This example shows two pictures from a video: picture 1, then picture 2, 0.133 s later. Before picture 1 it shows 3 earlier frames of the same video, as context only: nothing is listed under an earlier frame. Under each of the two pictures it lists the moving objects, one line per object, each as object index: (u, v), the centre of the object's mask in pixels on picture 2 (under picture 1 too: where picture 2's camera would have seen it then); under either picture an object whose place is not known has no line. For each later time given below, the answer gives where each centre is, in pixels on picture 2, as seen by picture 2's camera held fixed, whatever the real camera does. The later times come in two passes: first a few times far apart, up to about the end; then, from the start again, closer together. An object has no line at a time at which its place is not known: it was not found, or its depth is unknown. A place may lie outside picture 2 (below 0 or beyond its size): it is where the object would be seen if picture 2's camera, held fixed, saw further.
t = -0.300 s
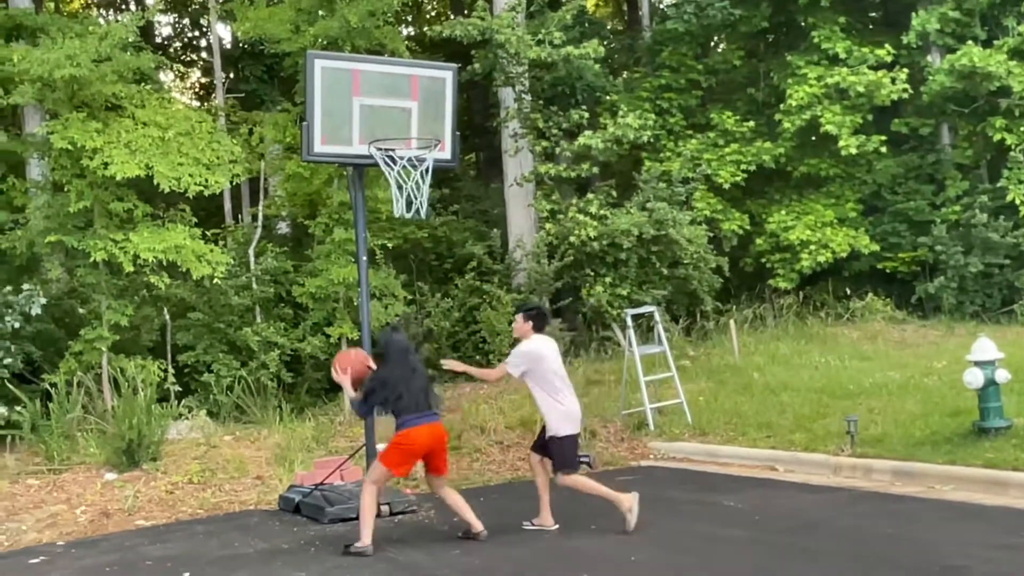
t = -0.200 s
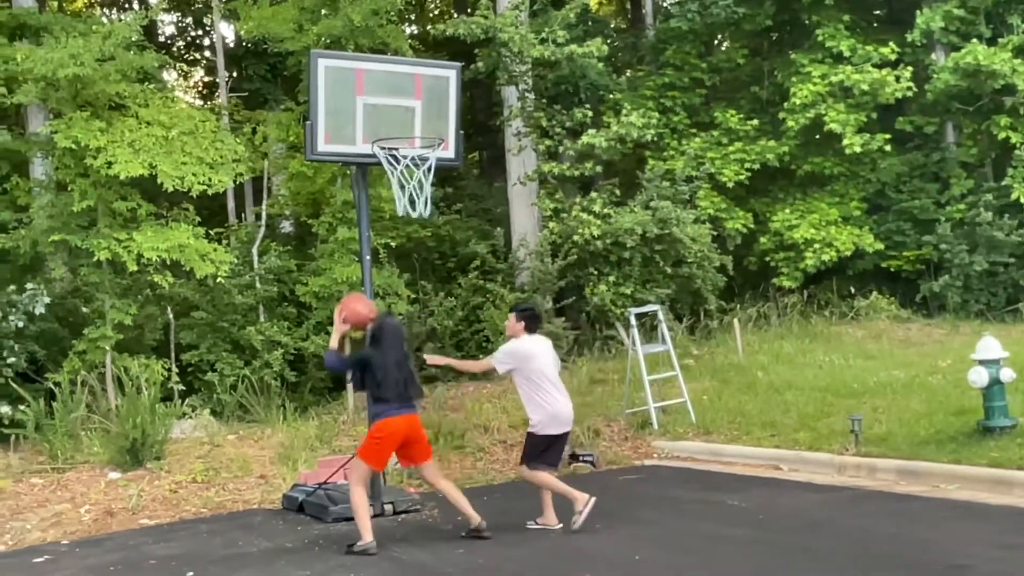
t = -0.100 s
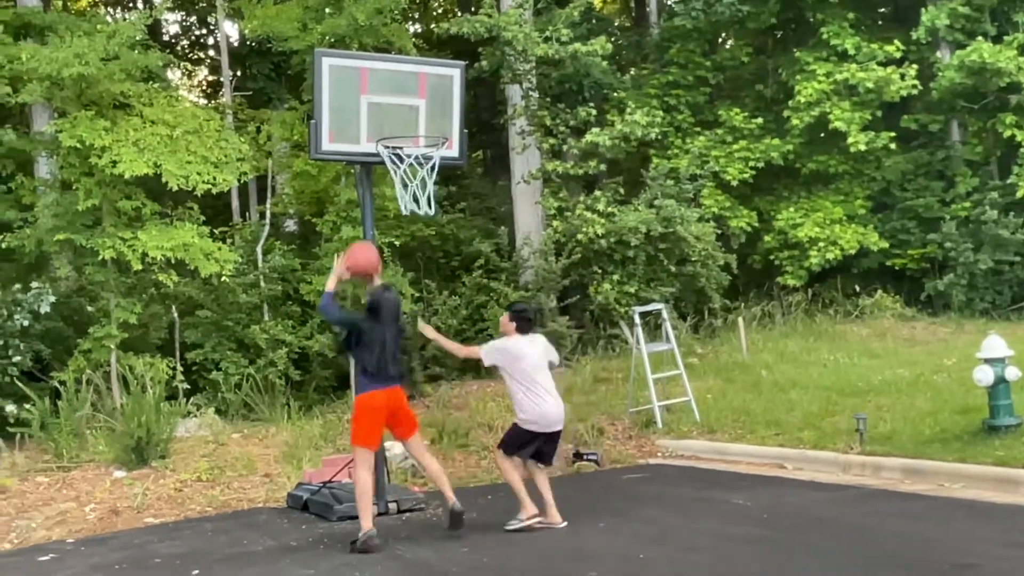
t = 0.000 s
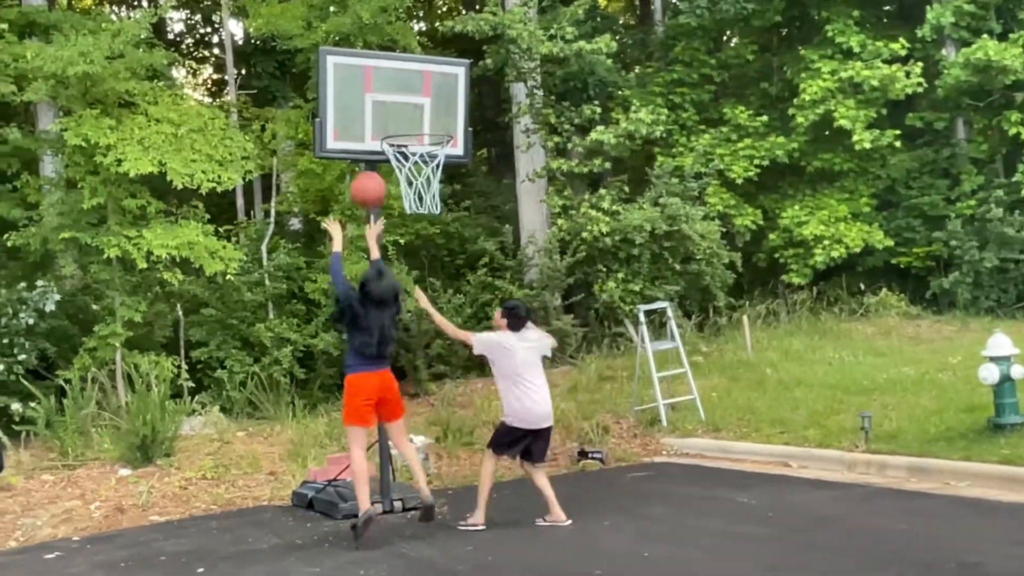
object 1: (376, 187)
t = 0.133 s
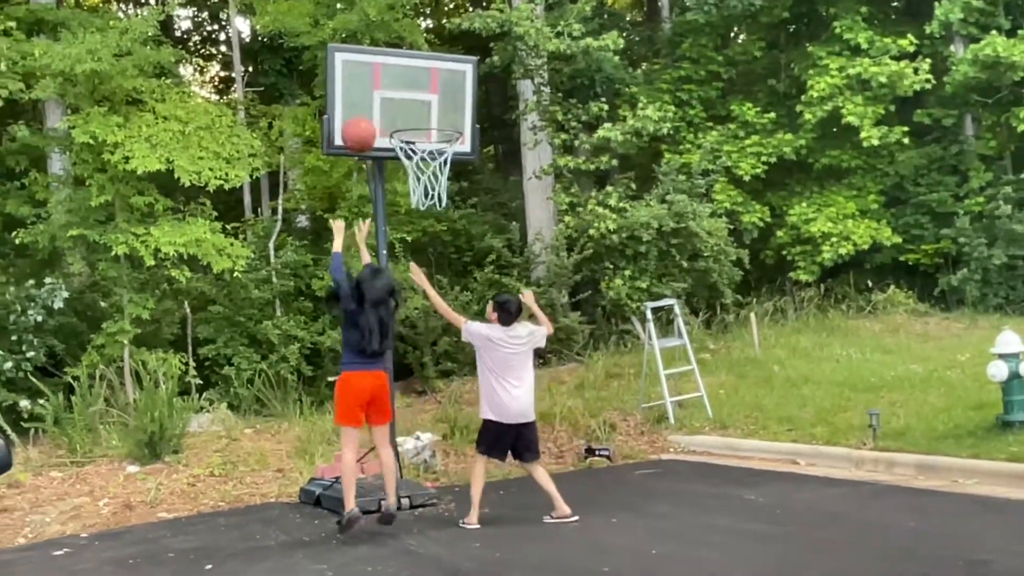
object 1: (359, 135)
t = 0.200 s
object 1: (337, 129)
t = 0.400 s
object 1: (276, 149)
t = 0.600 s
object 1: (219, 229)
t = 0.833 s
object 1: (156, 399)
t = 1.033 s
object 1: (105, 519)
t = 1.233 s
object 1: (53, 399)
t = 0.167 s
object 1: (348, 131)
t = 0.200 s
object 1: (337, 129)
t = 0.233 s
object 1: (327, 128)
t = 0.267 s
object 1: (316, 130)
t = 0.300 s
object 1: (306, 132)
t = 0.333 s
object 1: (296, 136)
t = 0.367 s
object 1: (286, 142)
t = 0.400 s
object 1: (276, 149)
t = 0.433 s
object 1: (267, 158)
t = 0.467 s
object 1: (256, 169)
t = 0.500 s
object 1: (248, 181)
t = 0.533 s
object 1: (238, 196)
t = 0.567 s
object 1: (229, 211)
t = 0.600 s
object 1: (219, 229)
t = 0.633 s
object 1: (208, 249)
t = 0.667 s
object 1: (200, 270)
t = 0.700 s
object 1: (191, 292)
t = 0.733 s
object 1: (179, 318)
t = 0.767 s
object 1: (170, 344)
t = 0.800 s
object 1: (163, 370)
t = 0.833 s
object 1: (156, 399)
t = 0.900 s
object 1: (139, 463)
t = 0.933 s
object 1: (133, 497)
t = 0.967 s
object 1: (121, 537)
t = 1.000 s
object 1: (114, 545)
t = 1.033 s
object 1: (105, 519)
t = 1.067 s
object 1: (98, 493)
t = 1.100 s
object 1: (92, 470)
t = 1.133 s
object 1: (84, 449)
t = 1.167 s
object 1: (76, 429)
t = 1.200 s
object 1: (60, 416)
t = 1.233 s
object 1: (53, 399)
